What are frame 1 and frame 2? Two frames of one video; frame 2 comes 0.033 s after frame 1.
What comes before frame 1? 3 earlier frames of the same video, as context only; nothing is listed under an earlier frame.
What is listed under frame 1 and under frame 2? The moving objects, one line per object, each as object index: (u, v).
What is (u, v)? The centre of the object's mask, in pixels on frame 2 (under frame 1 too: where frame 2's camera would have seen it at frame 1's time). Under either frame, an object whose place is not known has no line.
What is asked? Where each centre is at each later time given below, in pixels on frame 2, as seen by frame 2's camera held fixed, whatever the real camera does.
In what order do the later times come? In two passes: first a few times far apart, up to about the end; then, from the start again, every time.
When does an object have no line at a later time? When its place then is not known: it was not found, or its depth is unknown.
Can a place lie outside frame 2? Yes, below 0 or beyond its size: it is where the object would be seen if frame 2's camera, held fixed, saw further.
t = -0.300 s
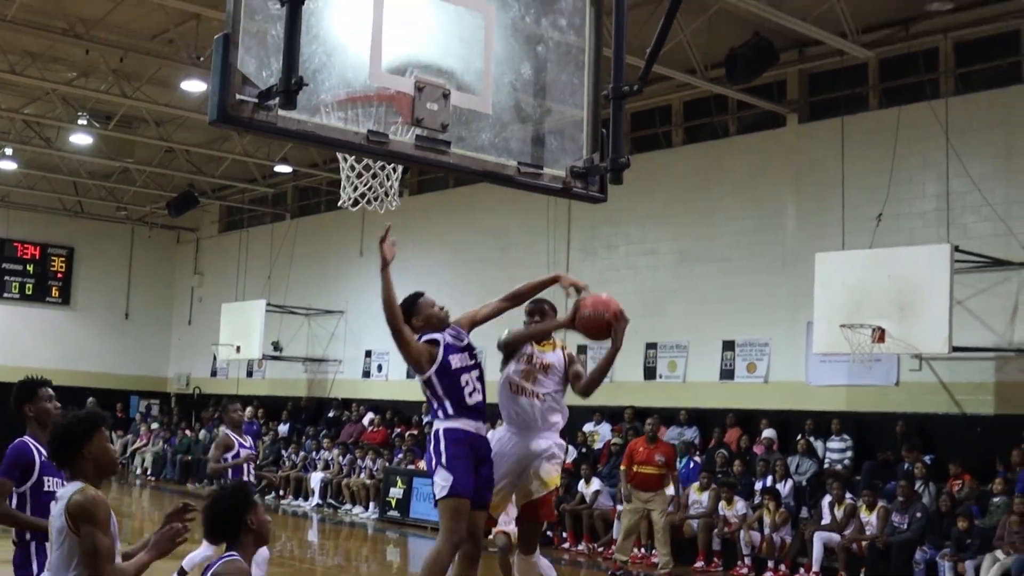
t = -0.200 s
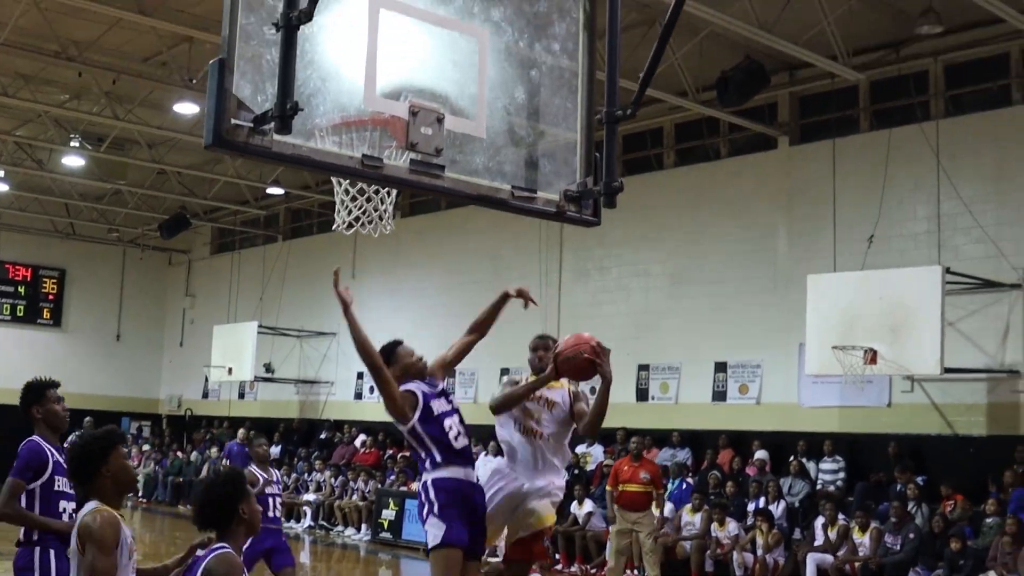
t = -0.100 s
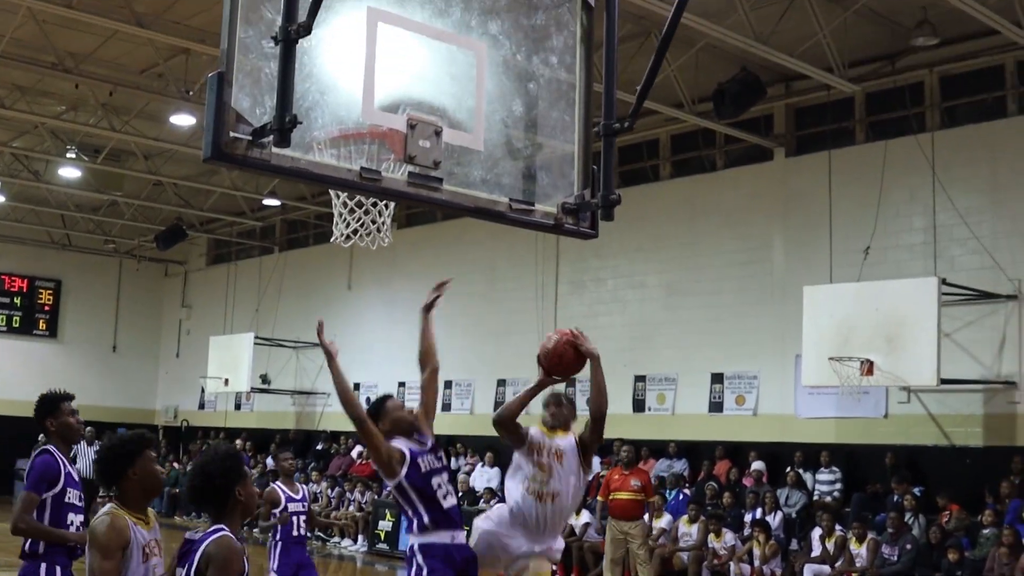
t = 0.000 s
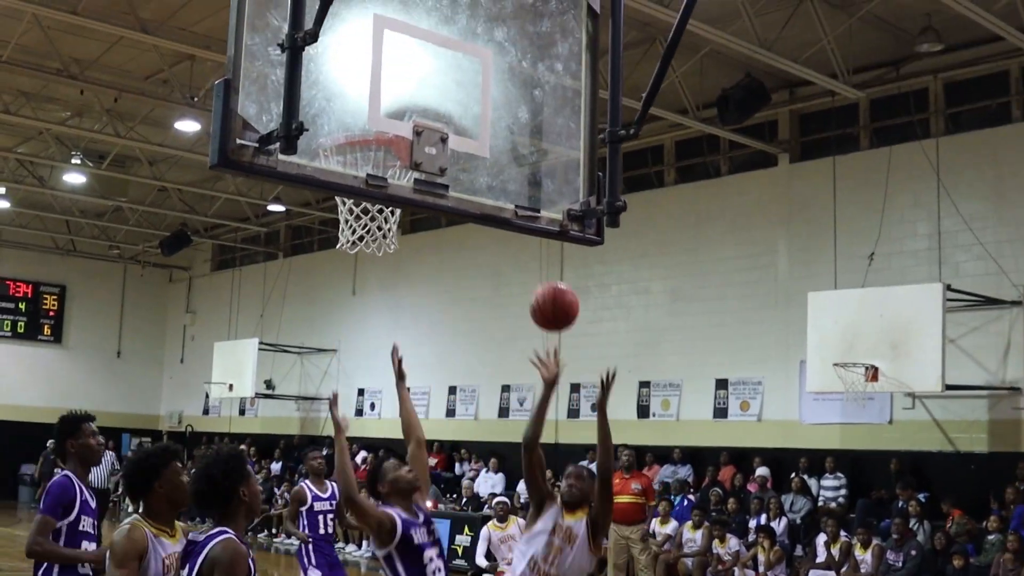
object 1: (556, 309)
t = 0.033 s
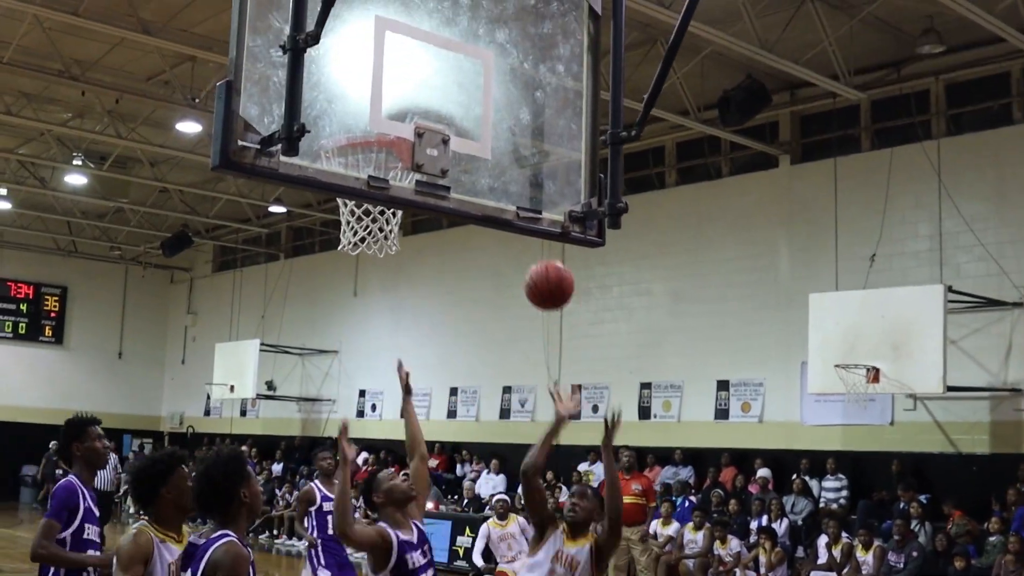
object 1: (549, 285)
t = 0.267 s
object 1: (498, 175)
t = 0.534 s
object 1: (447, 243)
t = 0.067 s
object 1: (543, 264)
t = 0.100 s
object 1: (534, 252)
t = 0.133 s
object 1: (526, 242)
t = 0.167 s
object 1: (524, 197)
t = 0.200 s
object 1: (515, 189)
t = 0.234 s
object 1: (507, 182)
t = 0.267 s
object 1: (498, 175)
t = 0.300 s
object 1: (492, 172)
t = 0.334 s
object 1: (480, 174)
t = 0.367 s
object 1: (473, 176)
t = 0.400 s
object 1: (467, 176)
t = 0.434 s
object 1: (466, 182)
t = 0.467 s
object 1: (447, 225)
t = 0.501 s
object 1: (447, 233)
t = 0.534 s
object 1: (447, 243)
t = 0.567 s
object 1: (445, 263)
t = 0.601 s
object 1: (443, 288)
